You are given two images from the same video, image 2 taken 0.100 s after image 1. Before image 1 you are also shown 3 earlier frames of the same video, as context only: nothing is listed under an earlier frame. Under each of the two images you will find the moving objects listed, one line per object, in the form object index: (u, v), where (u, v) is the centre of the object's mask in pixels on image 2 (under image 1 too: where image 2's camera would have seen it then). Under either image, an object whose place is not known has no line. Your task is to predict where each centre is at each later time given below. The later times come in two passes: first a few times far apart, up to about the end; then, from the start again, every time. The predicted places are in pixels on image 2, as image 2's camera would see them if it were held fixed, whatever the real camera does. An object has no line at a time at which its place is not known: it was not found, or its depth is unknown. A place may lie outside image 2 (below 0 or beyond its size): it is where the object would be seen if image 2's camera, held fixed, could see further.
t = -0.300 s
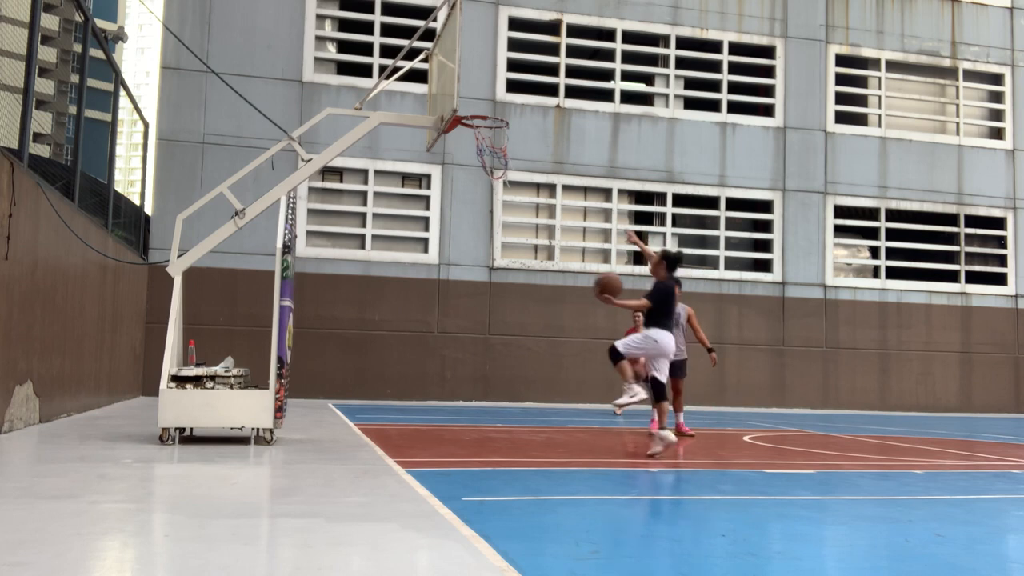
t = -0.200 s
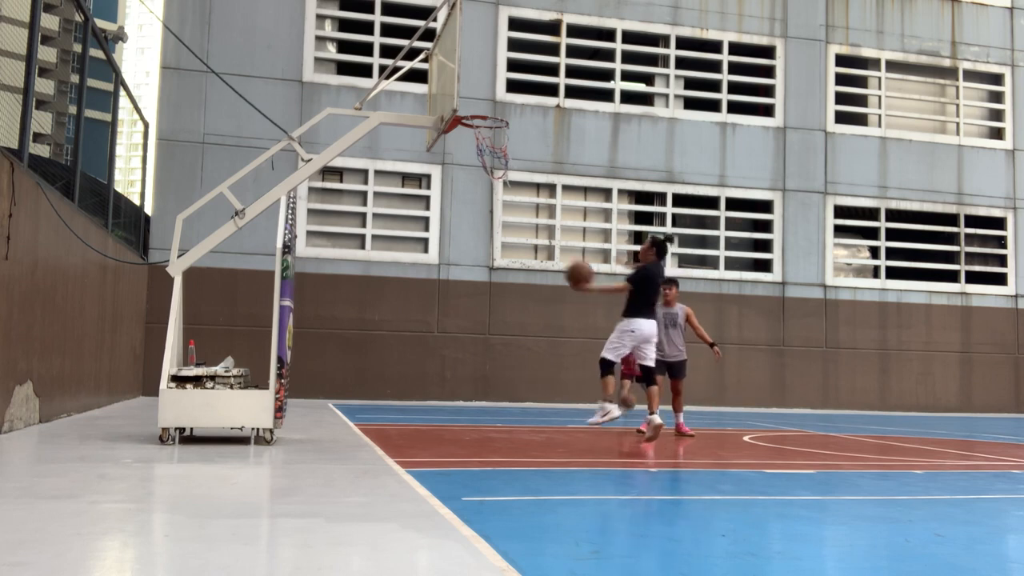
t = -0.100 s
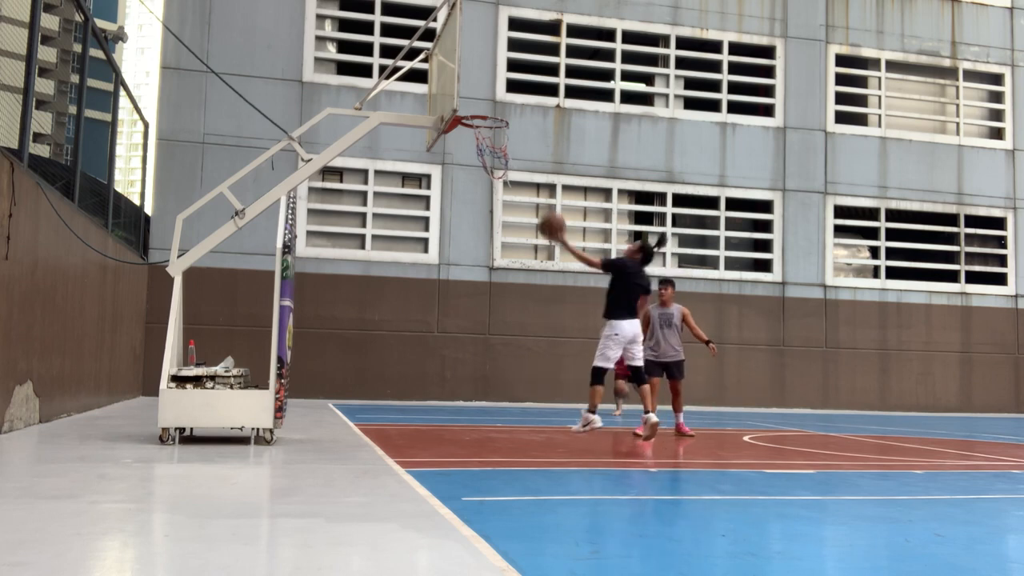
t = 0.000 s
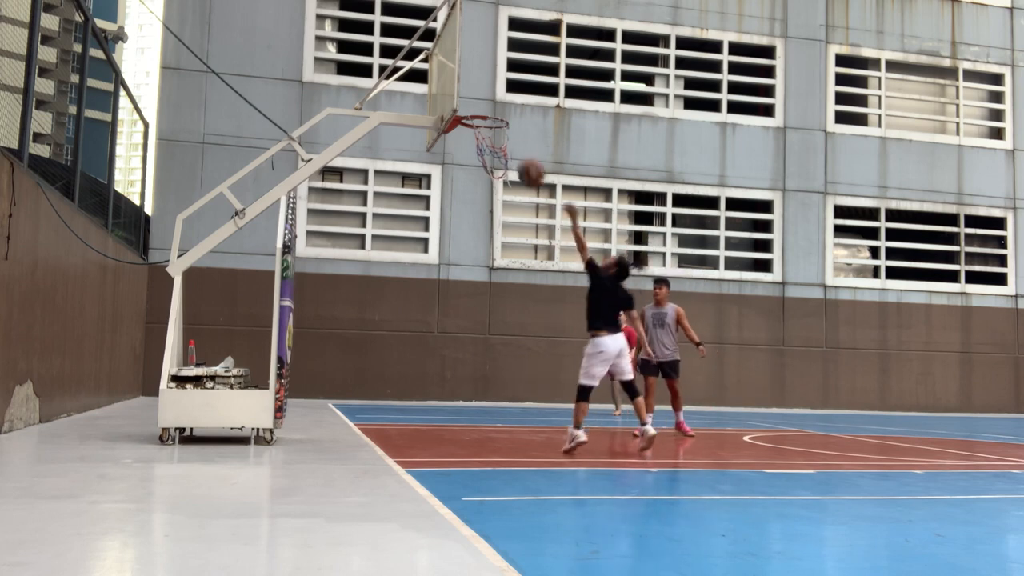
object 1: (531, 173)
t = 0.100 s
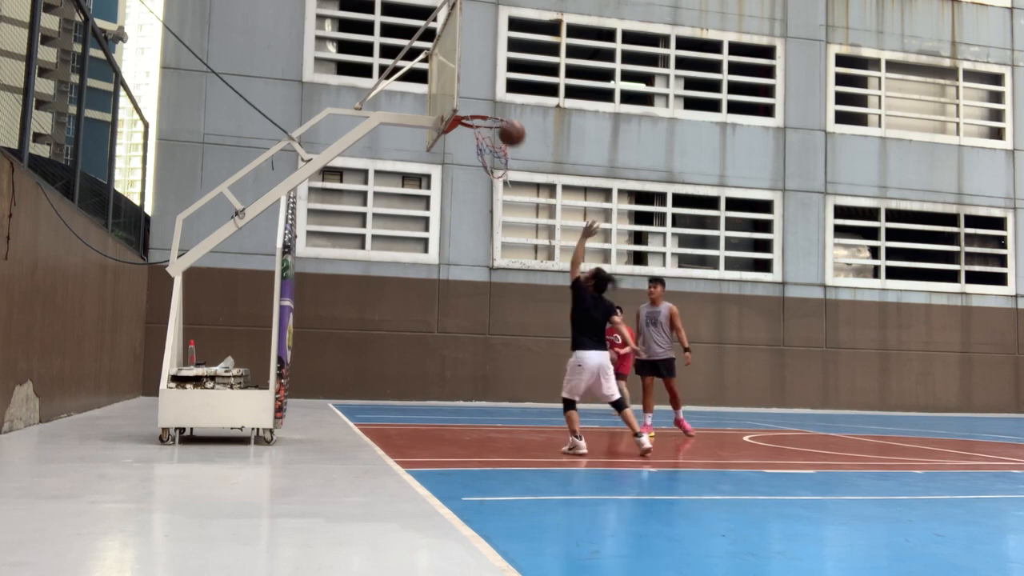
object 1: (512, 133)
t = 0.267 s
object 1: (479, 92)
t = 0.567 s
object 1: (488, 101)
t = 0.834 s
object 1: (485, 153)
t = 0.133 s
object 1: (505, 123)
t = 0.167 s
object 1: (499, 114)
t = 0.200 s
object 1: (493, 104)
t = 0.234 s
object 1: (486, 98)
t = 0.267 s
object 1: (479, 92)
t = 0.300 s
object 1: (473, 87)
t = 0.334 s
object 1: (469, 84)
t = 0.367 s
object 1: (468, 83)
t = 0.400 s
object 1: (470, 83)
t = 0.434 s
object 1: (473, 84)
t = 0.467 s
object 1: (476, 86)
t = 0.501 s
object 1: (480, 90)
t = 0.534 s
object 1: (484, 95)
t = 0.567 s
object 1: (488, 101)
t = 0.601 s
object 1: (491, 107)
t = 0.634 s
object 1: (492, 111)
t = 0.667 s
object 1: (490, 116)
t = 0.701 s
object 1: (490, 121)
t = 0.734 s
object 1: (489, 129)
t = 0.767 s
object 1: (488, 135)
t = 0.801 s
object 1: (486, 144)
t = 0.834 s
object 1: (485, 153)
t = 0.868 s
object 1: (484, 164)
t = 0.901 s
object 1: (483, 175)
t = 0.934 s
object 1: (480, 188)
